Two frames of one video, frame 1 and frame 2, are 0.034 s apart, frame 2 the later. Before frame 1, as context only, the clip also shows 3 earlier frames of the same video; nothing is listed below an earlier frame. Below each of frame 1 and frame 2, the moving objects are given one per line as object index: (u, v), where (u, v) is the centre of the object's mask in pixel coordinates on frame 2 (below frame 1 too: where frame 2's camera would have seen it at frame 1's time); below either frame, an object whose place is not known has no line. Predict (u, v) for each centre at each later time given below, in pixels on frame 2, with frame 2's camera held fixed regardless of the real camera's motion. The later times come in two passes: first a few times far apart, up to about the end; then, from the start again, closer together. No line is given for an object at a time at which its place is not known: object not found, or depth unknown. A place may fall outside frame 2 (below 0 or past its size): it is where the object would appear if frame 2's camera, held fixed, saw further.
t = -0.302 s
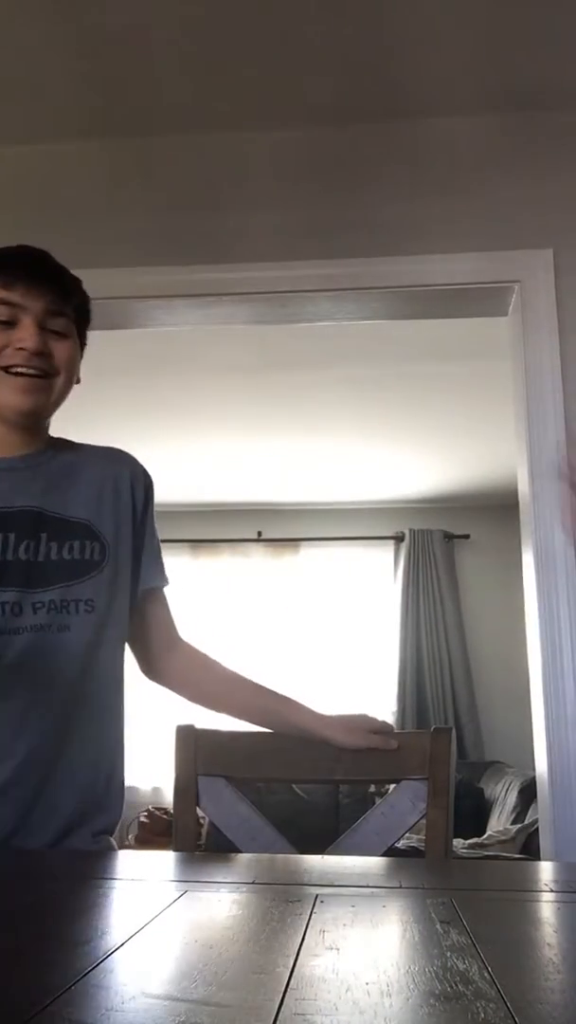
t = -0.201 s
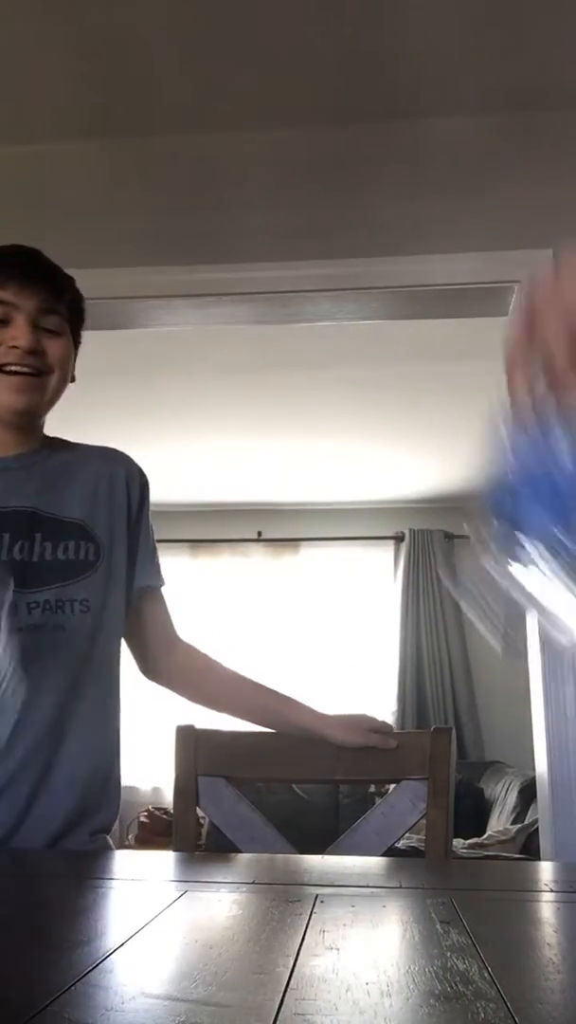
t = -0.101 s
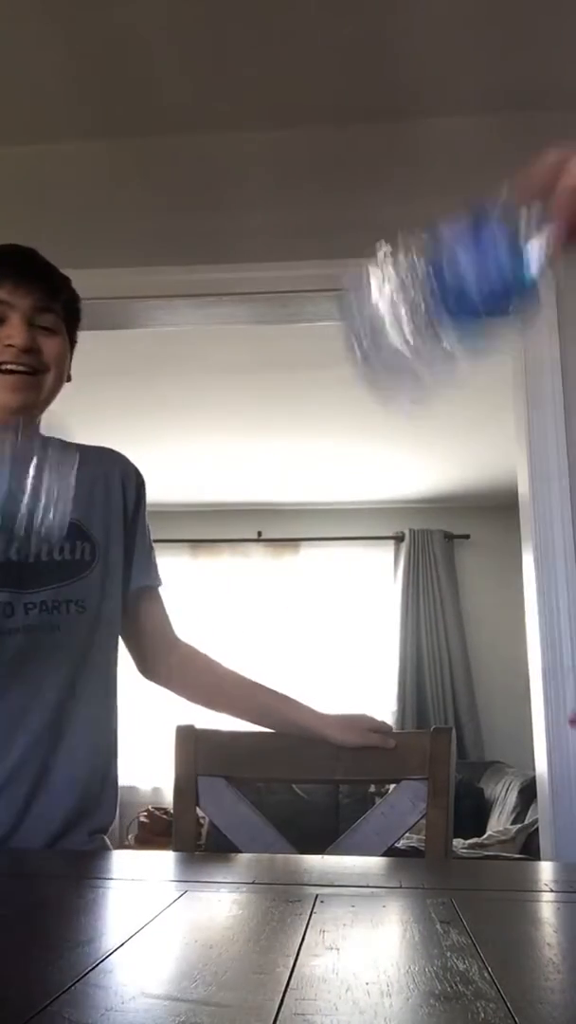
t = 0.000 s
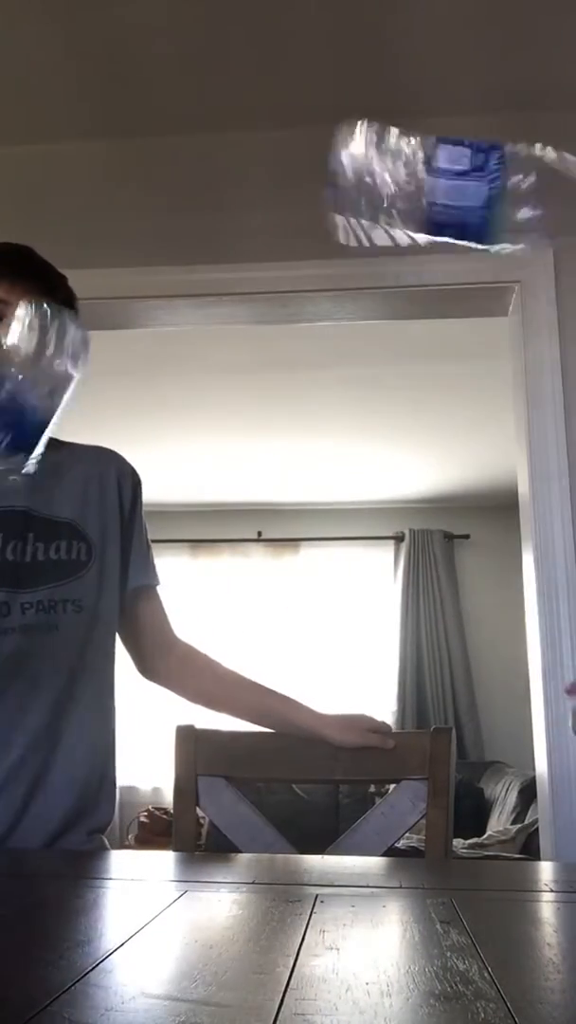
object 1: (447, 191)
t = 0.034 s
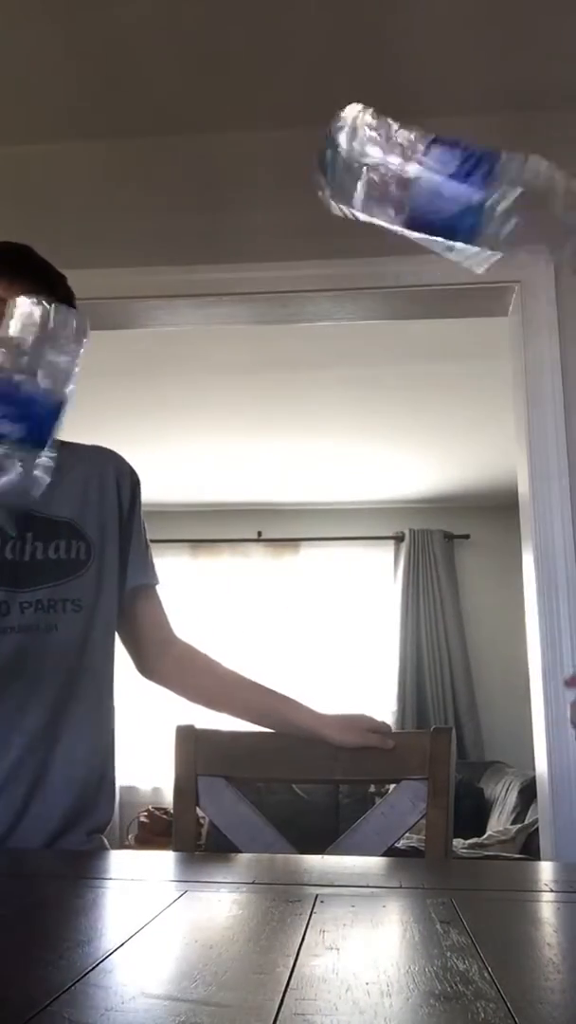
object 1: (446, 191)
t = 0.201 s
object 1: (358, 378)
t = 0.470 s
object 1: (302, 891)
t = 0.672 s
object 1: (301, 890)
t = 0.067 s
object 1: (446, 215)
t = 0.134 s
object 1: (405, 281)
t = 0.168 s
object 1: (372, 283)
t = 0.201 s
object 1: (358, 378)
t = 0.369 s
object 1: (277, 883)
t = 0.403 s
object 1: (293, 888)
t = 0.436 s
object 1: (299, 885)
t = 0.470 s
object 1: (302, 891)
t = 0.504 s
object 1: (301, 890)
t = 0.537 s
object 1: (301, 891)
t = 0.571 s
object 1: (301, 892)
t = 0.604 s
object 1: (302, 892)
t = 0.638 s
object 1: (301, 891)
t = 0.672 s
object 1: (301, 890)
